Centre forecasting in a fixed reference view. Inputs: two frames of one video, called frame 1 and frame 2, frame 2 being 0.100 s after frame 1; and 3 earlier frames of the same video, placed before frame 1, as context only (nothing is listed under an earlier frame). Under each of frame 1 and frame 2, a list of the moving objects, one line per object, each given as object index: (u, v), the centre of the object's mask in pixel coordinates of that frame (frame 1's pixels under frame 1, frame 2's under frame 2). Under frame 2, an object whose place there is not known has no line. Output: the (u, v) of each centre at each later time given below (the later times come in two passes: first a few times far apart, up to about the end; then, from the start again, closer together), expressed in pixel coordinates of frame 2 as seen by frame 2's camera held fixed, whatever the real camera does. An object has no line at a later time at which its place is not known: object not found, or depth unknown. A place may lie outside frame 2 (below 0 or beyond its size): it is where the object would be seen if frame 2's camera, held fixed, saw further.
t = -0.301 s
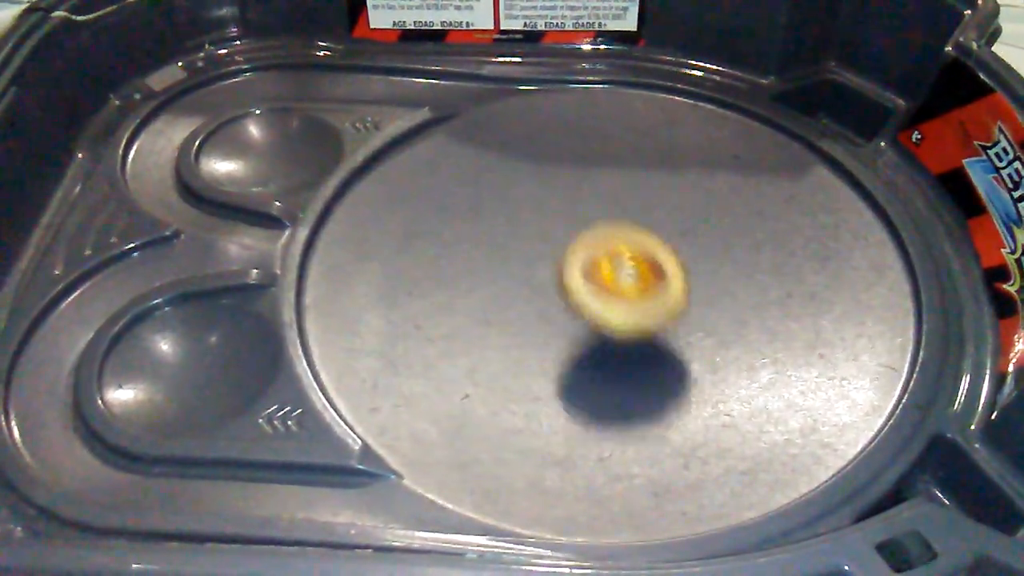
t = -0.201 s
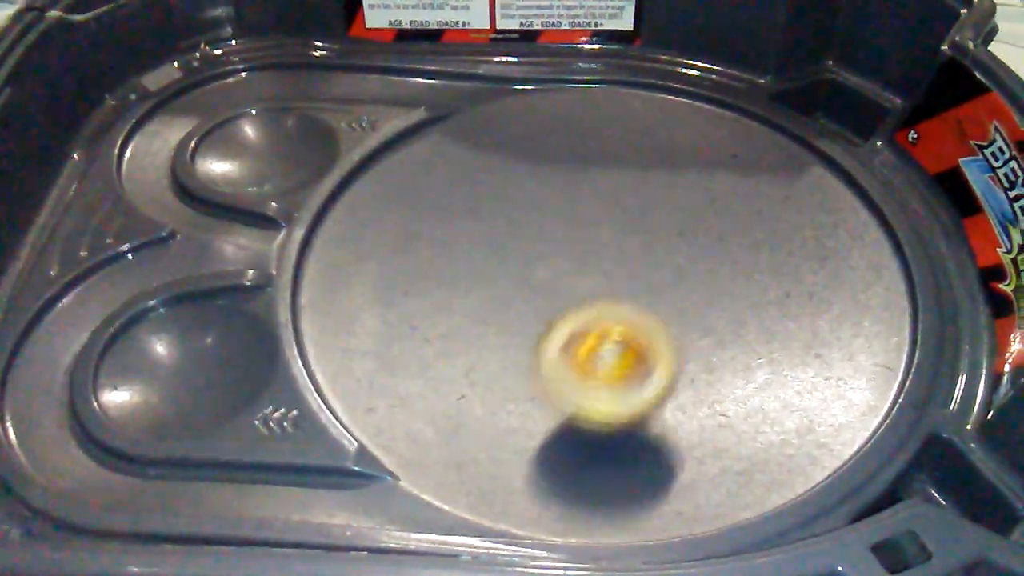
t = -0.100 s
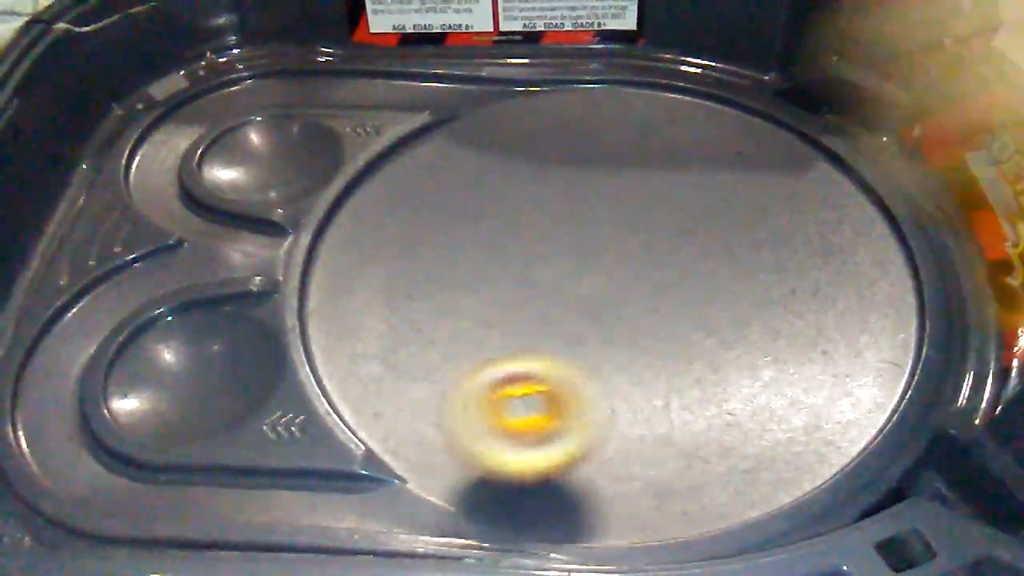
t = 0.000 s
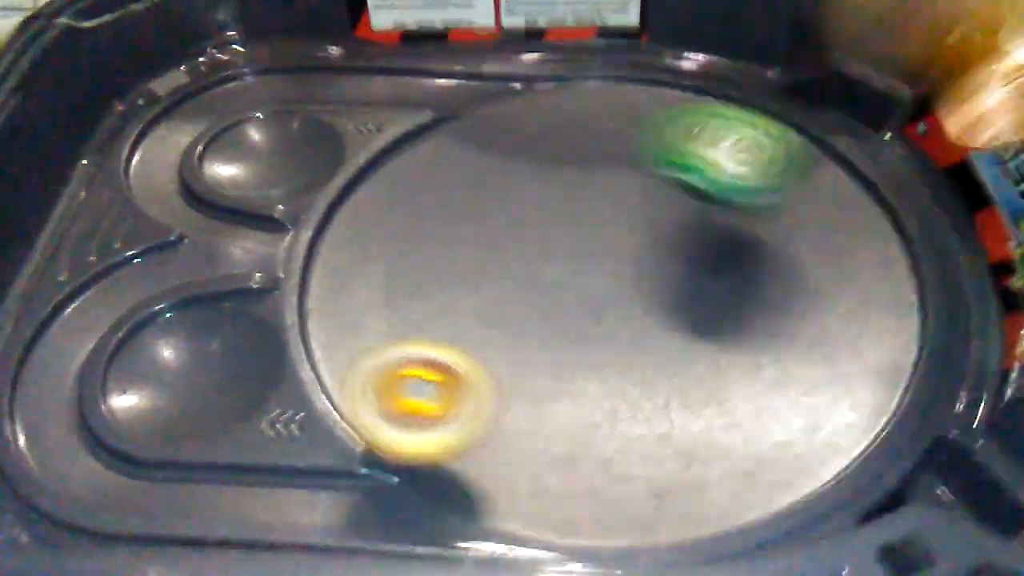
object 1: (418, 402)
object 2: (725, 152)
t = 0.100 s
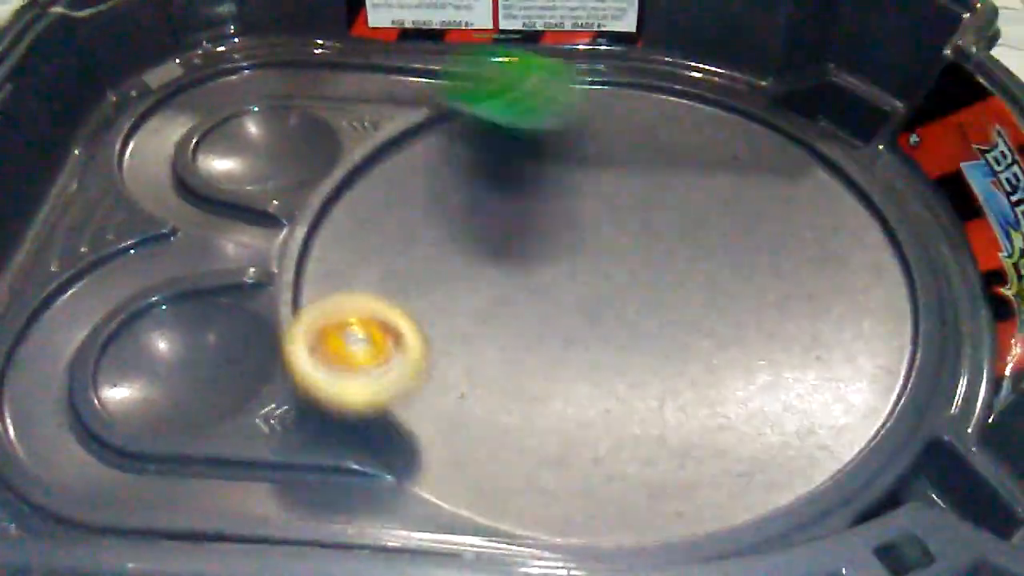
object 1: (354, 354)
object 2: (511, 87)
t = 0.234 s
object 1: (370, 264)
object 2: (311, 97)
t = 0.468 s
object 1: (591, 216)
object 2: (290, 87)
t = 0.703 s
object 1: (771, 346)
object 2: (239, 132)
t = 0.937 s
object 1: (557, 458)
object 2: (232, 106)
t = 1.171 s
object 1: (432, 280)
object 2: (313, 101)
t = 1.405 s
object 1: (598, 158)
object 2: (267, 36)
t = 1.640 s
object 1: (818, 216)
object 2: (125, 121)
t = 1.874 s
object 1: (710, 365)
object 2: (492, 289)
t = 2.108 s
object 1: (717, 422)
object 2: (406, 178)
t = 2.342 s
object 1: (619, 374)
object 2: (340, 260)
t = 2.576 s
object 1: (646, 309)
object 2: (662, 434)
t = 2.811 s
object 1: (708, 266)
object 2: (846, 201)
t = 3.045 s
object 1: (710, 245)
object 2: (502, 54)
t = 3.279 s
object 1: (672, 230)
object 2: (146, 149)
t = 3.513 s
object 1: (618, 201)
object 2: (718, 360)
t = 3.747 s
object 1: (569, 190)
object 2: (807, 196)
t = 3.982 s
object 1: (525, 194)
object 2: (430, 89)
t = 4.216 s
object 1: (492, 215)
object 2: (498, 468)
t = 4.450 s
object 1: (469, 245)
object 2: (884, 229)
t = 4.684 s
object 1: (459, 277)
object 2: (564, 64)
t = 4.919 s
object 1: (474, 304)
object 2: (348, 350)
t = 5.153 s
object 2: (876, 365)
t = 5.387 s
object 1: (581, 340)
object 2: (703, 147)
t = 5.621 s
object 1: (627, 340)
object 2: (327, 209)
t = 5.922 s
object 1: (655, 313)
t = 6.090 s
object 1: (652, 214)
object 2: (821, 362)
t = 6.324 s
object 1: (680, 149)
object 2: (628, 243)
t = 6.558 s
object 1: (681, 148)
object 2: (422, 310)
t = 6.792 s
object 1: (614, 181)
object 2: (574, 381)
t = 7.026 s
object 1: (498, 192)
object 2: (624, 275)
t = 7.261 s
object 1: (412, 189)
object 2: (594, 268)
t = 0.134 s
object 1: (348, 330)
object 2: (445, 71)
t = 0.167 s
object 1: (347, 307)
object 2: (398, 62)
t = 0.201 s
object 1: (357, 283)
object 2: (352, 73)
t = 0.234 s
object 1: (370, 264)
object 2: (311, 97)
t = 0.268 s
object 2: (256, 123)
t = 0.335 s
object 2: (217, 90)
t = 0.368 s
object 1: (483, 214)
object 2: (243, 83)
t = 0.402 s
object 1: (520, 212)
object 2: (274, 89)
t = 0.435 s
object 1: (555, 212)
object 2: (286, 85)
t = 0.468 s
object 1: (591, 216)
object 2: (290, 87)
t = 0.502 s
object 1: (626, 223)
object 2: (289, 94)
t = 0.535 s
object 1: (660, 234)
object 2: (278, 106)
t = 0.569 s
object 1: (693, 250)
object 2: (259, 119)
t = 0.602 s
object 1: (723, 270)
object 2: (231, 131)
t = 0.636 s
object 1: (746, 292)
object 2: (211, 134)
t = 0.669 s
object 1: (763, 318)
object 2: (217, 133)
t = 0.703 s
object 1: (771, 346)
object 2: (239, 132)
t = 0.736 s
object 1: (768, 375)
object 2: (262, 125)
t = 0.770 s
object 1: (750, 404)
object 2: (277, 116)
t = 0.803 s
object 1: (725, 430)
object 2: (282, 107)
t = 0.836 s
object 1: (685, 451)
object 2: (278, 102)
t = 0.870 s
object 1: (645, 462)
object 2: (267, 98)
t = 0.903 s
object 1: (602, 465)
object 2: (250, 100)
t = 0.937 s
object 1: (557, 458)
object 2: (232, 106)
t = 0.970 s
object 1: (518, 442)
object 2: (215, 114)
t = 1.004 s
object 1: (485, 421)
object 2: (204, 124)
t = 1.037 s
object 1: (460, 396)
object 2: (208, 132)
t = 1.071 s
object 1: (442, 368)
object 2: (231, 137)
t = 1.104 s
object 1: (431, 339)
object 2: (265, 133)
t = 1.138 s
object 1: (428, 307)
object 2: (295, 122)
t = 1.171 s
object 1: (432, 280)
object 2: (313, 101)
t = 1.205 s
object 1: (444, 250)
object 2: (319, 80)
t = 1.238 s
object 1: (463, 227)
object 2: (317, 67)
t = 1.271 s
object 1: (485, 205)
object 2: (311, 55)
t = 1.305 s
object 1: (510, 189)
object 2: (300, 50)
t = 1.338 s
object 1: (537, 175)
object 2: (290, 45)
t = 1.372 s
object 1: (568, 164)
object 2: (281, 41)
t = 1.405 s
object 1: (598, 158)
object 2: (267, 36)
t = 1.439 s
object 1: (630, 154)
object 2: (252, 36)
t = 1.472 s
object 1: (661, 153)
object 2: (231, 40)
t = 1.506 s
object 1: (697, 155)
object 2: (206, 48)
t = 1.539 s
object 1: (732, 163)
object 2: (180, 61)
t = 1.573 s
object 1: (765, 176)
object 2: (152, 77)
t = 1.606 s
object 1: (795, 195)
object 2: (127, 96)
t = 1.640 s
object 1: (818, 216)
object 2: (125, 121)
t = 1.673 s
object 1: (833, 242)
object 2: (140, 147)
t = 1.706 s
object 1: (835, 269)
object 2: (177, 167)
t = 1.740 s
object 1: (828, 295)
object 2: (239, 186)
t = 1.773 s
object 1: (809, 319)
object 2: (300, 206)
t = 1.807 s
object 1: (780, 341)
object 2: (362, 236)
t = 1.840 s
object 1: (748, 355)
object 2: (429, 266)
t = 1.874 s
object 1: (710, 365)
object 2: (492, 289)
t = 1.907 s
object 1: (682, 374)
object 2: (548, 305)
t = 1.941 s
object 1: (727, 410)
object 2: (535, 284)
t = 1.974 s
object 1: (770, 444)
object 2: (509, 257)
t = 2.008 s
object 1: (777, 438)
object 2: (483, 231)
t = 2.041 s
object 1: (762, 423)
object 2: (457, 210)
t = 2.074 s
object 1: (740, 428)
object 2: (432, 192)
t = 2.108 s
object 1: (717, 422)
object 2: (406, 178)
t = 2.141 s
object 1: (696, 412)
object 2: (383, 169)
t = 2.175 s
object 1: (674, 404)
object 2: (361, 167)
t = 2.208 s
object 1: (656, 397)
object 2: (340, 171)
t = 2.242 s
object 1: (639, 392)
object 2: (330, 181)
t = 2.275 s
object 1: (629, 386)
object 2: (331, 203)
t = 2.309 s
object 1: (623, 381)
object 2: (333, 229)
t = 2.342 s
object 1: (619, 374)
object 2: (340, 260)
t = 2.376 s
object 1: (617, 367)
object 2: (357, 299)
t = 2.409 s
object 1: (617, 359)
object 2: (387, 337)
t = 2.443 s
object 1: (617, 351)
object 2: (434, 373)
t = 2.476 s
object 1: (621, 342)
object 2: (498, 403)
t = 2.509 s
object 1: (630, 330)
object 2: (555, 425)
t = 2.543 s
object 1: (638, 318)
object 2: (613, 434)
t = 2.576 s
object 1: (646, 309)
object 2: (662, 434)
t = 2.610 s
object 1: (655, 302)
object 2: (713, 425)
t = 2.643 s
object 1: (663, 294)
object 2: (766, 402)
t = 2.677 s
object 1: (673, 287)
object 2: (814, 371)
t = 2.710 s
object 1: (683, 281)
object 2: (842, 333)
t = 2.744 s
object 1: (693, 276)
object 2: (854, 293)
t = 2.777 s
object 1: (701, 270)
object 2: (857, 249)
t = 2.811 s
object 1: (708, 266)
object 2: (846, 201)
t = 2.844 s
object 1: (713, 261)
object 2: (826, 158)
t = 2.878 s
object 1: (715, 256)
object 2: (795, 118)
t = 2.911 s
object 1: (715, 253)
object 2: (760, 83)
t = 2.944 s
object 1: (716, 251)
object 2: (709, 61)
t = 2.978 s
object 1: (715, 249)
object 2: (648, 57)
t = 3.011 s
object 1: (713, 247)
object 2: (573, 56)
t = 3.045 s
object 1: (710, 245)
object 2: (502, 54)
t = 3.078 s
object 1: (706, 243)
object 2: (435, 50)
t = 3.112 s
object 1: (701, 241)
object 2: (357, 52)
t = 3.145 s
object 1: (696, 239)
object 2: (287, 47)
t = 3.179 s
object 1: (691, 238)
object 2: (220, 41)
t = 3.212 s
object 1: (686, 237)
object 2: (157, 64)
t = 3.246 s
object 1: (680, 233)
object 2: (133, 112)
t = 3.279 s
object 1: (672, 230)
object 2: (146, 149)
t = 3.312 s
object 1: (663, 228)
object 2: (229, 188)
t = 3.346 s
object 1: (656, 224)
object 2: (297, 217)
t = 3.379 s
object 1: (650, 218)
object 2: (389, 269)
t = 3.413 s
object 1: (643, 213)
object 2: (469, 303)
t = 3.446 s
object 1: (634, 207)
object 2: (558, 332)
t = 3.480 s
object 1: (626, 203)
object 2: (640, 352)
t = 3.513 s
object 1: (618, 201)
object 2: (718, 360)
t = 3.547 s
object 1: (611, 198)
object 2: (793, 361)
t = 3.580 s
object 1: (603, 197)
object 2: (874, 355)
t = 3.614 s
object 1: (596, 194)
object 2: (905, 335)
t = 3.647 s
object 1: (589, 193)
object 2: (893, 305)
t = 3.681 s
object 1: (582, 192)
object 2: (871, 274)
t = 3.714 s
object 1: (575, 191)
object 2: (841, 235)
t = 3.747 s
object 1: (569, 190)
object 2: (807, 196)
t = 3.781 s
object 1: (562, 189)
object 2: (760, 163)
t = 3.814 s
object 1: (555, 189)
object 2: (710, 136)
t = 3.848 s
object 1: (549, 189)
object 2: (655, 112)
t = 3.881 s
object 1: (543, 190)
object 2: (598, 98)
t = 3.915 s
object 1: (536, 191)
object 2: (541, 89)
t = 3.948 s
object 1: (530, 192)
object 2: (484, 85)
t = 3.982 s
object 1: (525, 194)
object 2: (430, 89)
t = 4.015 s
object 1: (520, 196)
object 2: (386, 119)
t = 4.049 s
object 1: (515, 199)
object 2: (348, 157)
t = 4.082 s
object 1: (510, 202)
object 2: (317, 208)
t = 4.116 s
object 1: (505, 205)
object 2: (313, 273)
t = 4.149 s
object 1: (500, 208)
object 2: (337, 341)
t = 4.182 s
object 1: (496, 212)
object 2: (411, 413)
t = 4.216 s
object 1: (492, 215)
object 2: (498, 468)
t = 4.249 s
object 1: (488, 217)
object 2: (596, 473)
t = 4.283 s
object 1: (484, 222)
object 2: (694, 459)
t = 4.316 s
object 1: (481, 226)
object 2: (781, 425)
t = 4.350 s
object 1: (477, 230)
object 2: (864, 380)
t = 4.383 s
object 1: (475, 235)
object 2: (896, 334)
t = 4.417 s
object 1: (472, 240)
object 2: (899, 282)
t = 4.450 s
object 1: (469, 245)
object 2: (884, 229)
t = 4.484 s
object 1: (467, 250)
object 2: (860, 183)
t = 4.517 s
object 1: (464, 255)
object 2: (824, 144)
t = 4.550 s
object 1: (462, 259)
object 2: (786, 114)
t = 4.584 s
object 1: (460, 264)
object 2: (736, 92)
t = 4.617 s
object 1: (459, 269)
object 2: (683, 76)
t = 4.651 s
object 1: (459, 273)
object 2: (624, 67)
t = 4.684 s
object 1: (459, 277)
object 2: (564, 64)
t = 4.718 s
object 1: (460, 281)
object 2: (503, 68)
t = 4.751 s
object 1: (461, 286)
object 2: (443, 82)
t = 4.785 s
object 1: (463, 290)
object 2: (393, 120)
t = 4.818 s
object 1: (465, 293)
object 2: (346, 160)
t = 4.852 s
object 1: (467, 297)
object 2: (317, 215)
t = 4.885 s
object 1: (471, 301)
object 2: (315, 279)
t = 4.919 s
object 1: (474, 304)
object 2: (348, 350)
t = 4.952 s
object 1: (479, 307)
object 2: (422, 413)
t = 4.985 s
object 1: (485, 309)
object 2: (506, 462)
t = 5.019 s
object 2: (591, 474)
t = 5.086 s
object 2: (760, 438)
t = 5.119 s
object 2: (834, 403)
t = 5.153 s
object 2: (876, 365)
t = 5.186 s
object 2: (890, 323)
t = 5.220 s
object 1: (540, 329)
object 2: (888, 281)
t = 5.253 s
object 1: (549, 332)
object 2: (869, 242)
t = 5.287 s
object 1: (557, 334)
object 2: (843, 210)
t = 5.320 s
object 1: (565, 337)
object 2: (803, 182)
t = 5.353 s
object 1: (573, 339)
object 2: (754, 162)
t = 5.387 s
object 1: (581, 340)
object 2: (703, 147)
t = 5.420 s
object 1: (588, 342)
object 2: (649, 138)
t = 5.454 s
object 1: (596, 343)
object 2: (592, 138)
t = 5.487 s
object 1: (603, 343)
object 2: (534, 139)
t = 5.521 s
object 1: (610, 343)
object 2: (478, 149)
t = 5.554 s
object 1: (616, 342)
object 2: (425, 162)
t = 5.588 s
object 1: (622, 341)
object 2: (374, 183)
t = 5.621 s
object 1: (627, 340)
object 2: (327, 209)
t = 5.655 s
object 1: (633, 338)
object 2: (308, 240)
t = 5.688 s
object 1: (636, 336)
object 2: (329, 292)
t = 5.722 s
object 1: (640, 334)
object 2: (357, 342)
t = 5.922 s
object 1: (655, 313)
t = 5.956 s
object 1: (654, 295)
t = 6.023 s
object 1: (646, 247)
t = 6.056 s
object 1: (648, 230)
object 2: (810, 385)
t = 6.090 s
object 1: (652, 214)
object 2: (821, 362)
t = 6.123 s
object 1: (656, 200)
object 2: (817, 336)
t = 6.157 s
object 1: (662, 188)
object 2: (800, 311)
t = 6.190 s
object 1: (666, 178)
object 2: (773, 287)
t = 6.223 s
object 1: (670, 170)
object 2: (736, 269)
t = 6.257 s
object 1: (675, 160)
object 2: (698, 256)
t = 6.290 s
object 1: (678, 154)
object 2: (665, 248)
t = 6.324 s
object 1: (680, 149)
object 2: (628, 243)
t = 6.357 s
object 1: (683, 145)
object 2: (588, 242)
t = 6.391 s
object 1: (685, 142)
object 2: (549, 246)
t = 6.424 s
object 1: (686, 141)
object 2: (515, 252)
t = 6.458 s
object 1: (687, 140)
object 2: (483, 262)
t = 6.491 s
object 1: (686, 141)
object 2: (457, 275)
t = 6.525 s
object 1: (684, 145)
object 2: (437, 291)
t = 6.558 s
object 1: (681, 148)
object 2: (422, 310)
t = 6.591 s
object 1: (677, 153)
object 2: (420, 332)
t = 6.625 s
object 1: (671, 158)
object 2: (426, 353)
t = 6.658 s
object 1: (662, 162)
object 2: (443, 372)
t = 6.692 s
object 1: (653, 166)
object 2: (472, 387)
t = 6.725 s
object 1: (641, 171)
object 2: (505, 393)
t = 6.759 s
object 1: (628, 176)
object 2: (540, 391)
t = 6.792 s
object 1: (614, 181)
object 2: (574, 381)
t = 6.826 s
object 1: (601, 186)
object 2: (599, 366)
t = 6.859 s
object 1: (587, 191)
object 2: (616, 345)
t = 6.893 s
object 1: (573, 195)
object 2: (624, 324)
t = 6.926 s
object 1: (559, 200)
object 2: (625, 302)
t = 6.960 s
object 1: (542, 203)
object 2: (623, 284)
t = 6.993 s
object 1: (520, 198)
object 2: (624, 277)
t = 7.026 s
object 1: (498, 192)
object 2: (624, 275)
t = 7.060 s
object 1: (478, 189)
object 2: (623, 273)
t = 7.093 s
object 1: (462, 187)
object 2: (620, 271)
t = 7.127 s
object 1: (449, 186)
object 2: (616, 270)
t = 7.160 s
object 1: (437, 186)
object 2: (612, 268)
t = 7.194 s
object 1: (428, 186)
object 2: (607, 268)
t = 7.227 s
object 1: (419, 187)
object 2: (600, 269)
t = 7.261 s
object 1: (412, 189)
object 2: (594, 268)
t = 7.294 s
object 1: (405, 191)
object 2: (587, 269)
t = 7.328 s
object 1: (399, 194)
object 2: (580, 271)
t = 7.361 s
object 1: (393, 198)
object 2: (573, 273)
